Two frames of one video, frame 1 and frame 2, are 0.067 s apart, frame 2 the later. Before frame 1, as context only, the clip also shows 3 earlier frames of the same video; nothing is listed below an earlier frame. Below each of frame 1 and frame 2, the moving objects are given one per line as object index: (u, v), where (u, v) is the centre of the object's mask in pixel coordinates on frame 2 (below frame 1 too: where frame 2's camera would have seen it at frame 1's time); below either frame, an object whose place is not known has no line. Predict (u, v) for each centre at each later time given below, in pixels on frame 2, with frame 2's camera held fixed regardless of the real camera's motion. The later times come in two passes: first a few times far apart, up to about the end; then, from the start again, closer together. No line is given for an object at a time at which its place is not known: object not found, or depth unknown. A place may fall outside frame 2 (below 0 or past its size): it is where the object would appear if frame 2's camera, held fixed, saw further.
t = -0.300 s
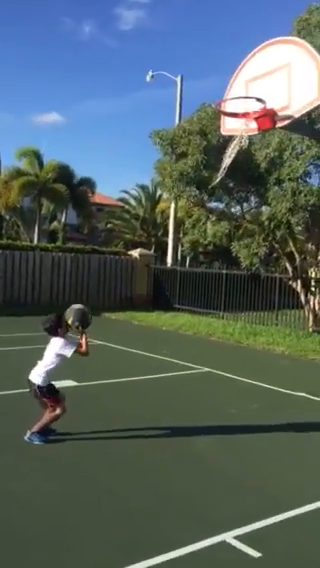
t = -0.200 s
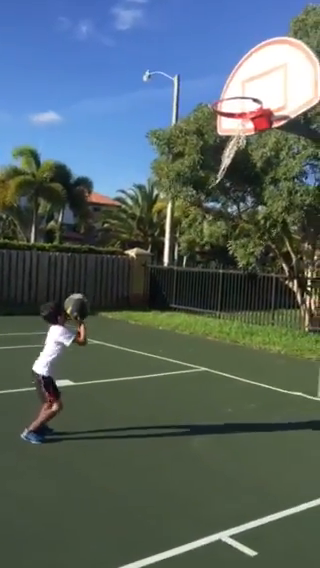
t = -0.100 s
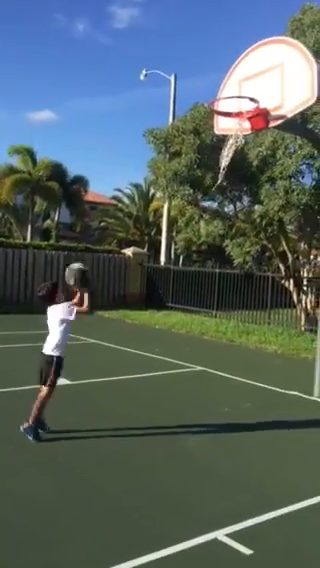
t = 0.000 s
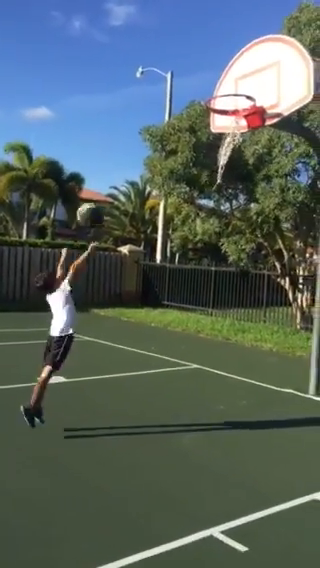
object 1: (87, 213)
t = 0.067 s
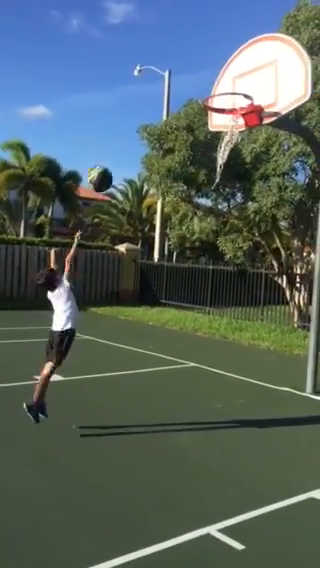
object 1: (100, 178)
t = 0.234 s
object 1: (127, 117)
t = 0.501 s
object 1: (164, 88)
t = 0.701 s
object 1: (186, 117)
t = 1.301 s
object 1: (220, 388)
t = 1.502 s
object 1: (228, 287)
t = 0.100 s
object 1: (106, 164)
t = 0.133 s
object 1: (111, 149)
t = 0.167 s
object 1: (117, 137)
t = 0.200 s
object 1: (122, 126)
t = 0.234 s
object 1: (127, 117)
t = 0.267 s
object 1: (132, 108)
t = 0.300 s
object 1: (137, 102)
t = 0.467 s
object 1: (159, 87)
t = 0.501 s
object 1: (164, 88)
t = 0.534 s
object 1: (167, 89)
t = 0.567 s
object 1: (171, 93)
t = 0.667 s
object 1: (182, 109)
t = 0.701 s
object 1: (186, 117)
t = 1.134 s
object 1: (213, 290)
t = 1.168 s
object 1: (217, 309)
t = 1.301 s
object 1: (220, 388)
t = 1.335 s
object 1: (222, 369)
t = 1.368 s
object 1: (224, 350)
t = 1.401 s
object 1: (227, 334)
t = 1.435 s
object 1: (229, 318)
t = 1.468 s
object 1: (228, 302)
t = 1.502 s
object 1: (228, 287)
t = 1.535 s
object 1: (229, 272)
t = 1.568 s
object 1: (231, 260)
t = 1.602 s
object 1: (233, 246)
